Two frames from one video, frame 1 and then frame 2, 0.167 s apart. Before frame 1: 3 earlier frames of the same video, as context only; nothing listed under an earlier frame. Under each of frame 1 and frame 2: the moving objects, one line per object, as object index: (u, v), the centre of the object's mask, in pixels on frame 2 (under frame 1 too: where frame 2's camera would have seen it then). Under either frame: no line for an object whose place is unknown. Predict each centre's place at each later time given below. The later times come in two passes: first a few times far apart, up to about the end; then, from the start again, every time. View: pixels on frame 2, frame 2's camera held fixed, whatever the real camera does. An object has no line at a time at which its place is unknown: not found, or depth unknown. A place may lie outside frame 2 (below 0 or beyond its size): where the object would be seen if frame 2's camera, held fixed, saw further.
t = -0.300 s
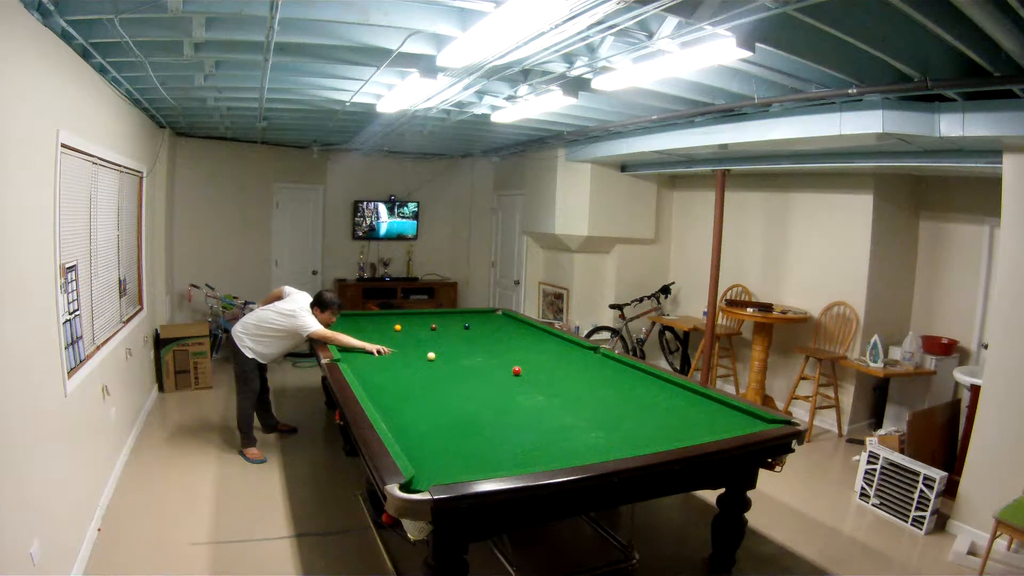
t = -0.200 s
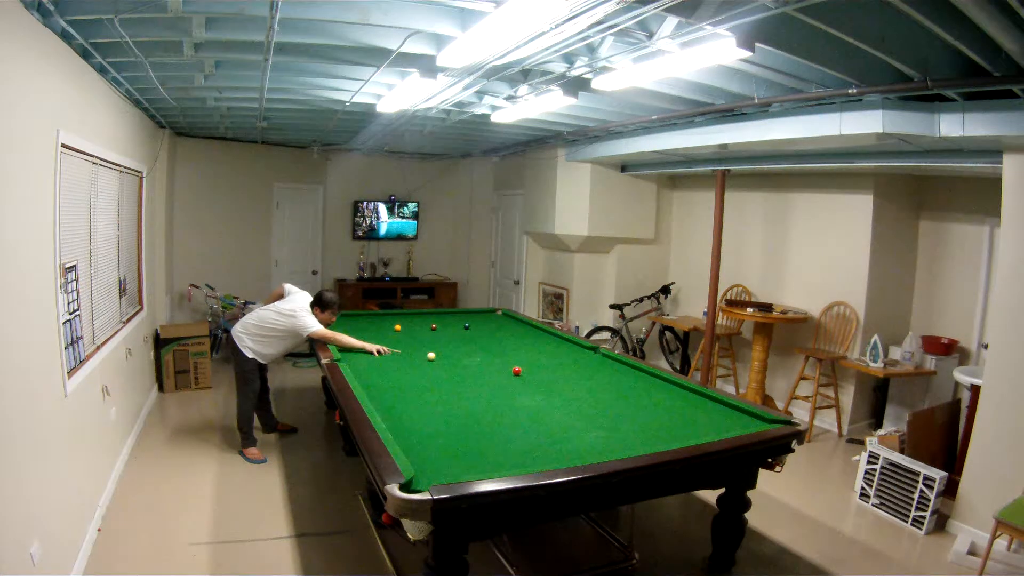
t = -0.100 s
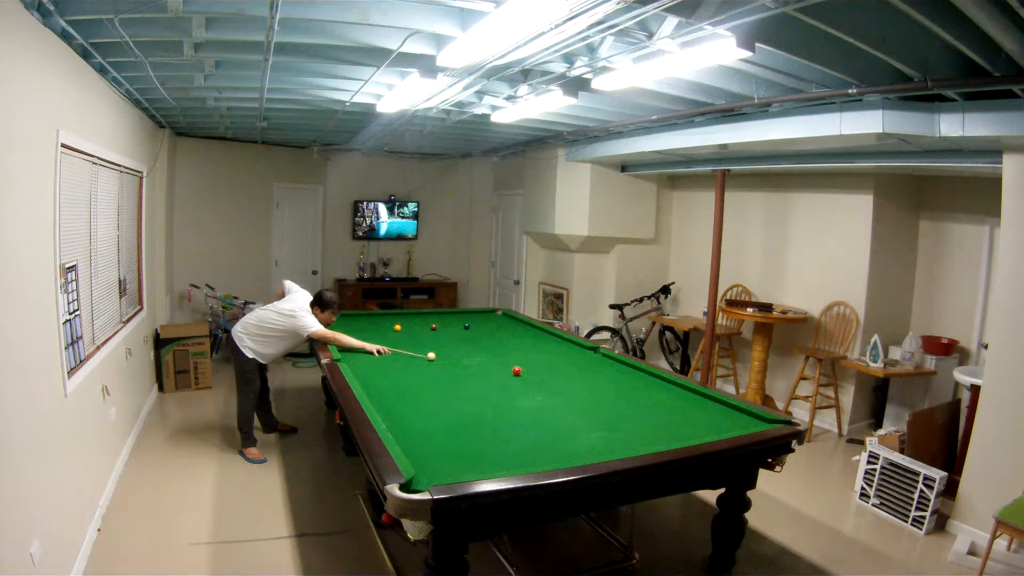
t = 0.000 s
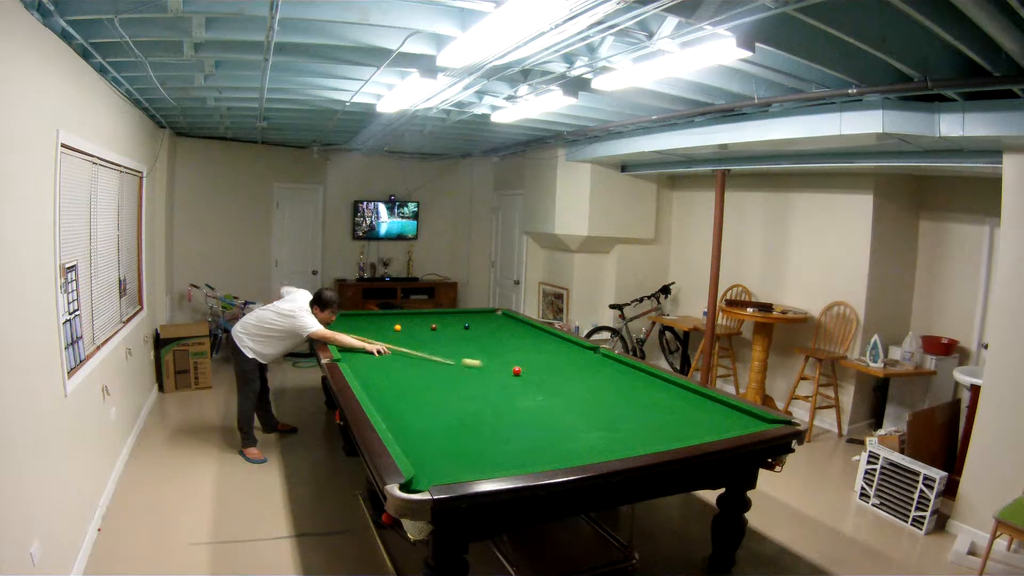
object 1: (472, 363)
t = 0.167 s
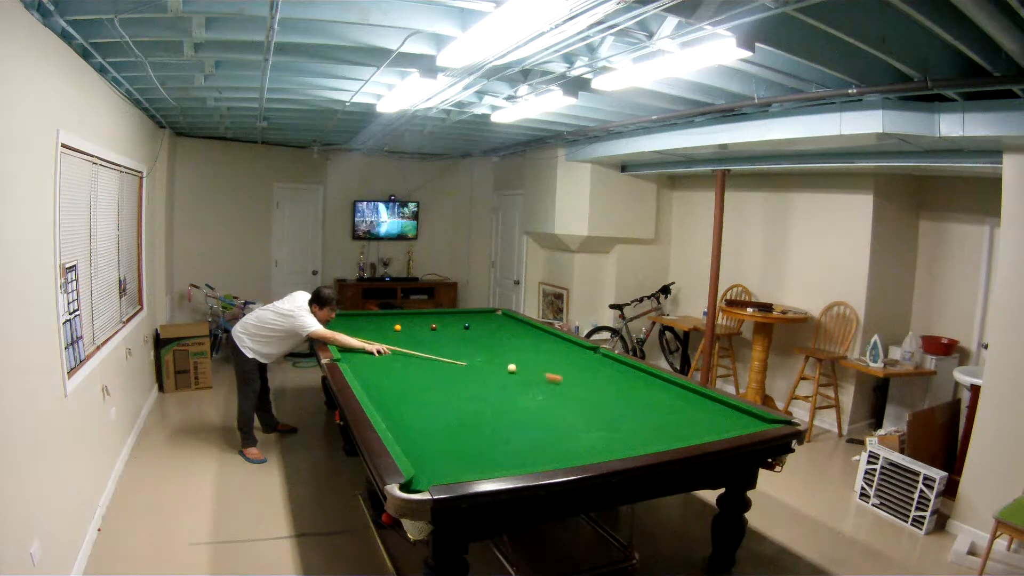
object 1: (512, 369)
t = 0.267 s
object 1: (511, 367)
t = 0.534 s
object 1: (505, 363)
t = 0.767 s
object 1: (501, 360)
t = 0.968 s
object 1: (497, 358)
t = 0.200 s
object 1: (512, 368)
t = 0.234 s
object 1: (511, 368)
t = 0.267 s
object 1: (511, 367)
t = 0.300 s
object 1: (510, 367)
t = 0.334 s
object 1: (509, 366)
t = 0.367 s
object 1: (509, 366)
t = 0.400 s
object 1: (508, 365)
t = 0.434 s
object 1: (507, 365)
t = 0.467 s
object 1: (506, 364)
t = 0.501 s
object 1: (505, 364)
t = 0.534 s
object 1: (505, 363)
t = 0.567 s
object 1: (504, 363)
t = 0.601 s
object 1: (504, 362)
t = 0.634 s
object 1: (503, 362)
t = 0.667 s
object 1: (502, 362)
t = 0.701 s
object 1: (502, 361)
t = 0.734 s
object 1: (501, 361)
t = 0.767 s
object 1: (501, 360)
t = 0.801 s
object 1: (500, 360)
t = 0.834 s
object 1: (499, 359)
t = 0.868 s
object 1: (499, 359)
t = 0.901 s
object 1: (498, 359)
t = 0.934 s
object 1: (498, 358)
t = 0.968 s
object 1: (497, 358)
